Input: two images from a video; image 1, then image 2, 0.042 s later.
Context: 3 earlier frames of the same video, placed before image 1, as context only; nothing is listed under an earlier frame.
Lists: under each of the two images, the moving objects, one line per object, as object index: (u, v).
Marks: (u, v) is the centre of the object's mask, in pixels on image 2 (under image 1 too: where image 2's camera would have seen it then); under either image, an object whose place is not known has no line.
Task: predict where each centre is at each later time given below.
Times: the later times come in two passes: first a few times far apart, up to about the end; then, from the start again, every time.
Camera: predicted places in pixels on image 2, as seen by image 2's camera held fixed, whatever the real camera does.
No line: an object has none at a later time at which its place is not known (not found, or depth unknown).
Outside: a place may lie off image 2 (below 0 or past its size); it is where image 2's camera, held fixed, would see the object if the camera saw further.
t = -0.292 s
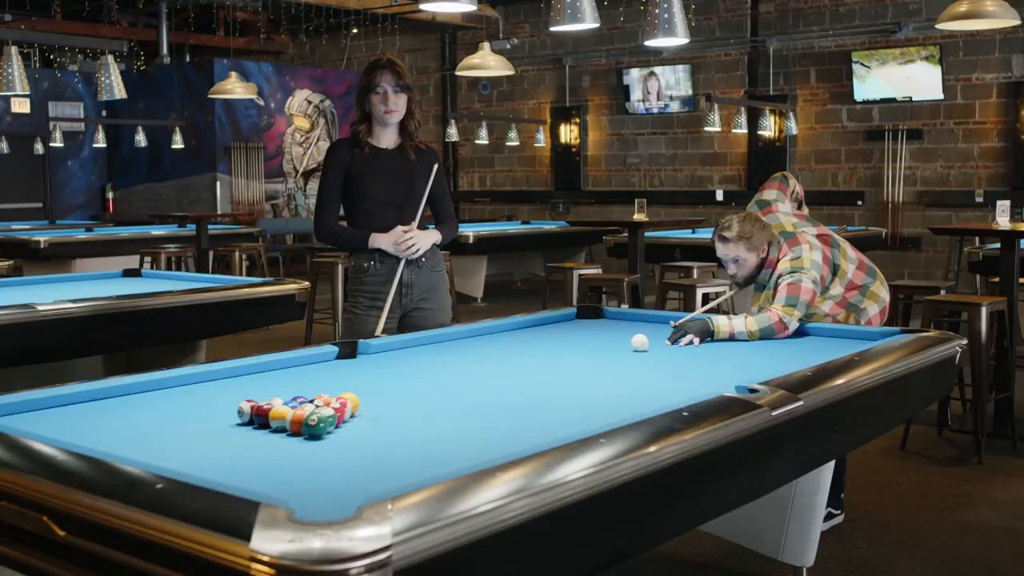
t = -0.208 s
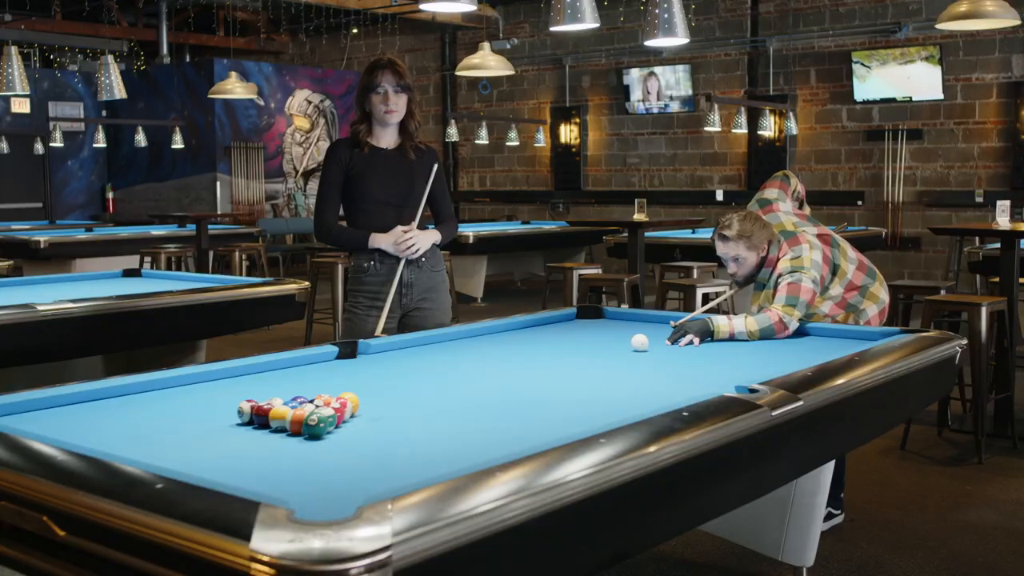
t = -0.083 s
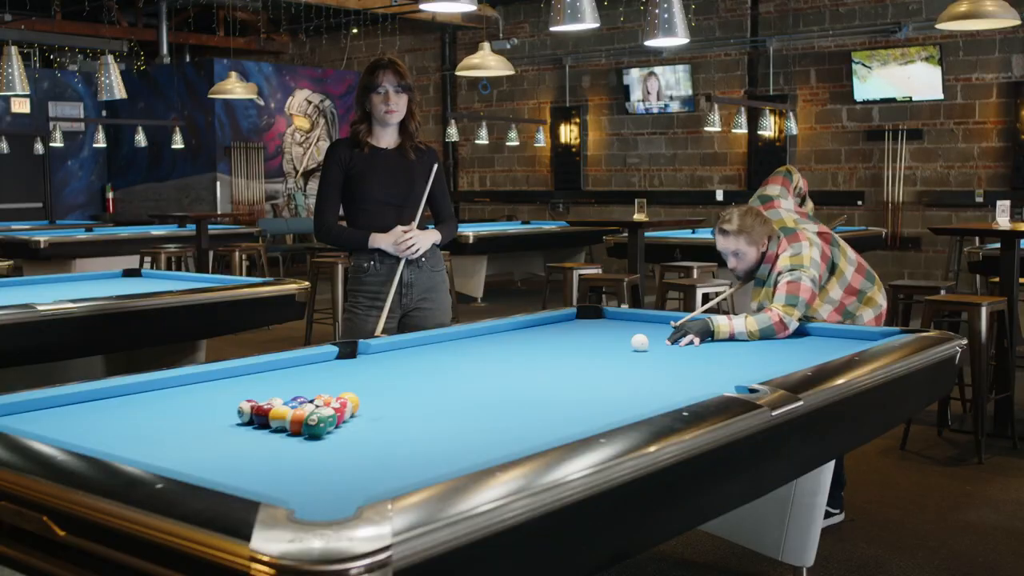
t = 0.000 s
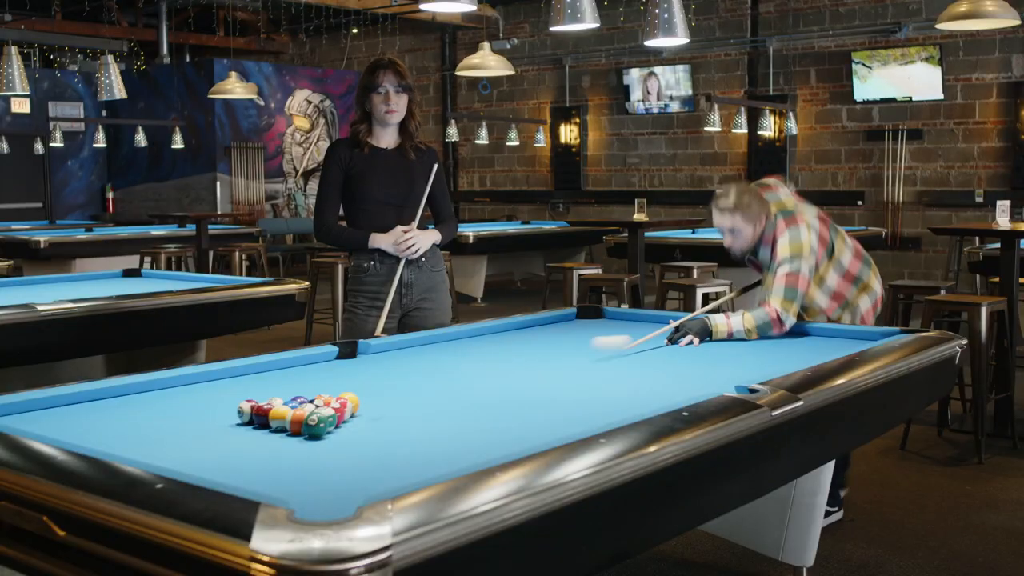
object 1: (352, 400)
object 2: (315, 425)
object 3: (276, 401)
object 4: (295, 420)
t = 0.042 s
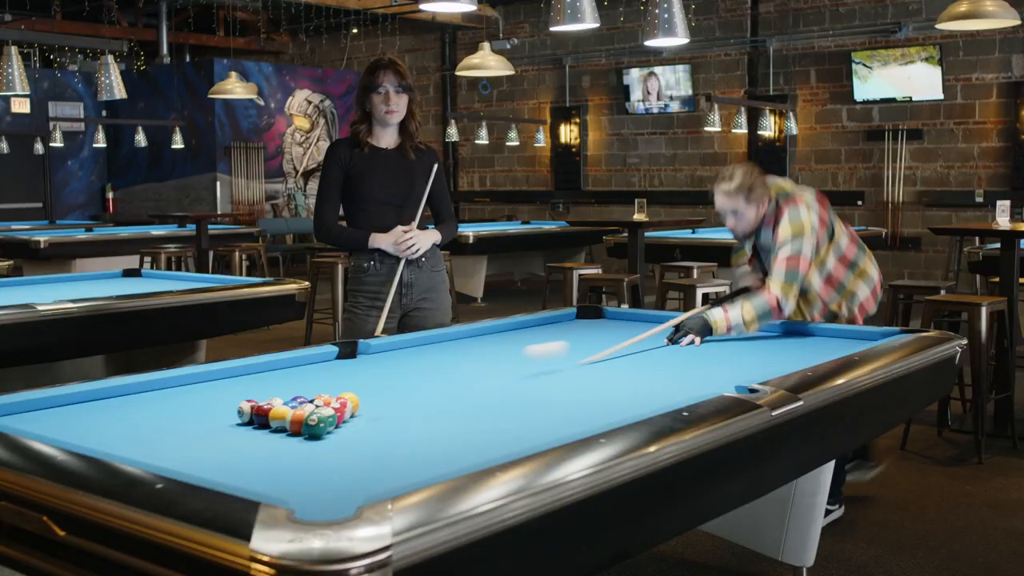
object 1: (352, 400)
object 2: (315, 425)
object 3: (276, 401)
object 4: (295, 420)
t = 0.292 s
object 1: (361, 390)
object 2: (261, 466)
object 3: (253, 401)
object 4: (281, 439)
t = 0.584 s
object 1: (385, 381)
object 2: (371, 475)
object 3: (225, 389)
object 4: (248, 472)
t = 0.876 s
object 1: (405, 369)
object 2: (475, 452)
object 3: (201, 378)
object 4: (299, 481)
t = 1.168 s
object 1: (422, 359)
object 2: (508, 429)
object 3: (239, 377)
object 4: (378, 476)
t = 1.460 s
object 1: (437, 350)
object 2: (533, 408)
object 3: (283, 376)
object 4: (446, 464)
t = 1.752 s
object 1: (459, 344)
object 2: (575, 397)
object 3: (327, 375)
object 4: (459, 456)
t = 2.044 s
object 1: (482, 340)
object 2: (617, 389)
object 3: (367, 376)
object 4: (471, 447)
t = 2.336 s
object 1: (503, 336)
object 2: (654, 382)
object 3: (404, 375)
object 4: (471, 436)
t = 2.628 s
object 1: (522, 332)
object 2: (686, 376)
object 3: (441, 375)
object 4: (469, 429)
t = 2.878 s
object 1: (536, 329)
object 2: (711, 372)
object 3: (469, 374)
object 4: (467, 423)
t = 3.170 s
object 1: (552, 327)
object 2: (738, 367)
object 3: (500, 374)
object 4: (467, 417)
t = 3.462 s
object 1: (552, 325)
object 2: (762, 363)
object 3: (527, 374)
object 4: (466, 412)
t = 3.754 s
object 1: (540, 324)
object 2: (783, 359)
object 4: (465, 408)
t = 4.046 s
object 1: (531, 323)
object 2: (802, 355)
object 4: (464, 404)
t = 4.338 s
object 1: (529, 323)
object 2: (818, 352)
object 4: (464, 401)
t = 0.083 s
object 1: (352, 400)
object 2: (315, 425)
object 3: (276, 401)
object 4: (295, 420)
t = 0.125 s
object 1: (352, 400)
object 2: (315, 425)
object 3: (276, 401)
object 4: (295, 421)
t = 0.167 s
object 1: (351, 391)
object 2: (305, 434)
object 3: (268, 403)
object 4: (290, 422)
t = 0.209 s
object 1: (354, 388)
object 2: (289, 445)
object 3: (263, 405)
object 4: (287, 425)
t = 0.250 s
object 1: (357, 390)
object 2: (276, 455)
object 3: (258, 403)
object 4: (285, 433)
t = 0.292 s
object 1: (361, 390)
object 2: (261, 466)
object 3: (253, 401)
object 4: (281, 439)
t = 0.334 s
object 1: (364, 390)
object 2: (246, 475)
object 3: (249, 399)
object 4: (276, 444)
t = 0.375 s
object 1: (368, 389)
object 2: (247, 479)
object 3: (245, 397)
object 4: (272, 448)
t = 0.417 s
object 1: (372, 388)
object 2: (274, 480)
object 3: (241, 396)
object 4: (267, 453)
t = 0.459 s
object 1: (375, 387)
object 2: (300, 479)
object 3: (236, 394)
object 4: (263, 458)
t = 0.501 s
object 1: (378, 385)
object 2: (324, 478)
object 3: (233, 391)
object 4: (258, 463)
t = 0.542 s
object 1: (382, 383)
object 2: (348, 477)
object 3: (229, 390)
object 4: (253, 468)
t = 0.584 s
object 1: (385, 381)
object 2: (371, 475)
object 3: (225, 389)
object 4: (248, 472)
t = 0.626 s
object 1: (388, 379)
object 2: (395, 472)
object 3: (221, 387)
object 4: (243, 476)
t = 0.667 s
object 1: (391, 377)
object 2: (418, 469)
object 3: (218, 385)
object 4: (239, 478)
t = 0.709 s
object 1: (394, 376)
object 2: (440, 465)
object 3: (215, 383)
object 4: (252, 479)
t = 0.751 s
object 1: (397, 374)
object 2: (459, 461)
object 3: (211, 383)
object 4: (263, 480)
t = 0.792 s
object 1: (399, 373)
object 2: (464, 458)
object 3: (207, 381)
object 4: (276, 481)
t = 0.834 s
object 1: (402, 371)
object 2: (470, 455)
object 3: (204, 380)
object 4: (288, 481)
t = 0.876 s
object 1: (405, 369)
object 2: (475, 452)
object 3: (201, 378)
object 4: (299, 481)
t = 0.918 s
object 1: (407, 368)
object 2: (480, 449)
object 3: (198, 377)
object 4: (311, 480)
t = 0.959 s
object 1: (410, 366)
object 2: (486, 446)
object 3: (203, 377)
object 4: (323, 479)
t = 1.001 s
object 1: (412, 364)
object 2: (490, 443)
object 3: (211, 376)
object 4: (334, 479)
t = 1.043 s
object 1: (415, 363)
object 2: (495, 439)
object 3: (218, 376)
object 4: (345, 478)
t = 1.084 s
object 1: (417, 362)
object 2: (499, 436)
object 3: (224, 376)
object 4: (357, 477)
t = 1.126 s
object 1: (420, 361)
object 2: (504, 432)
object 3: (231, 377)
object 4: (368, 477)
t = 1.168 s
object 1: (422, 359)
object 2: (508, 429)
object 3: (239, 377)
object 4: (378, 476)
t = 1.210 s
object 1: (424, 358)
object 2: (512, 425)
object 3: (245, 377)
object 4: (389, 474)
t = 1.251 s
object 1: (426, 356)
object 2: (516, 422)
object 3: (251, 376)
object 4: (399, 473)
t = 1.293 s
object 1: (428, 355)
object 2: (519, 419)
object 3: (258, 376)
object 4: (410, 471)
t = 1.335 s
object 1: (431, 354)
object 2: (523, 416)
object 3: (264, 376)
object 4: (420, 470)
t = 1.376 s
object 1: (433, 353)
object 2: (527, 413)
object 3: (271, 376)
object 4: (430, 468)
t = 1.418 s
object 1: (435, 352)
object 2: (530, 410)
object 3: (277, 376)
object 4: (440, 466)
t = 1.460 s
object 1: (437, 350)
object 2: (533, 408)
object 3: (283, 376)
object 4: (446, 464)
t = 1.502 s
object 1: (439, 349)
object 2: (537, 405)
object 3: (290, 376)
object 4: (448, 463)
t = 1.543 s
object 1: (441, 348)
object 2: (540, 403)
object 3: (297, 376)
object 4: (450, 462)
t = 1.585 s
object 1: (445, 347)
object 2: (549, 402)
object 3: (303, 377)
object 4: (452, 461)
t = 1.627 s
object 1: (449, 347)
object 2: (555, 401)
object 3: (308, 376)
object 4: (454, 460)
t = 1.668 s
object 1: (452, 346)
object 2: (562, 399)
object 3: (314, 376)
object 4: (456, 458)
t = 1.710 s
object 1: (456, 345)
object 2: (568, 398)
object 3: (321, 375)
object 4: (458, 457)
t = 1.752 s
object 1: (459, 344)
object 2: (575, 397)
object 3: (327, 375)
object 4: (459, 456)
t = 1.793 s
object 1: (463, 344)
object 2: (581, 396)
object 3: (333, 375)
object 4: (461, 455)
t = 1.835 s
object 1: (466, 343)
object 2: (588, 395)
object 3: (338, 376)
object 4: (463, 453)
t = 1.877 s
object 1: (469, 342)
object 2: (593, 394)
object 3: (343, 375)
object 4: (465, 452)
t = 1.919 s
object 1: (472, 341)
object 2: (599, 392)
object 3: (350, 375)
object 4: (466, 451)
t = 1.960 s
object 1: (476, 341)
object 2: (605, 391)
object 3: (356, 375)
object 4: (468, 450)
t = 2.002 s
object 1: (479, 340)
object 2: (611, 390)
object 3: (362, 376)
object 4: (469, 448)
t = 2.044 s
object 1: (482, 340)
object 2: (617, 389)
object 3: (367, 376)
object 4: (471, 447)
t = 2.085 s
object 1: (486, 339)
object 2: (622, 388)
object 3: (373, 375)
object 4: (472, 446)
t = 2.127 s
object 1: (488, 339)
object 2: (628, 387)
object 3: (378, 375)
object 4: (473, 444)
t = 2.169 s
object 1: (491, 338)
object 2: (633, 386)
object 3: (383, 375)
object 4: (473, 443)
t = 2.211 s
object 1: (494, 337)
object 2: (638, 385)
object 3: (389, 375)
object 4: (472, 441)
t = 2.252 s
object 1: (497, 337)
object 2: (644, 384)
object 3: (394, 375)
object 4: (472, 440)
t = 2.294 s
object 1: (500, 336)
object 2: (649, 383)
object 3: (399, 375)
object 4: (472, 438)
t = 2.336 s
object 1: (503, 336)
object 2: (654, 382)
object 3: (404, 375)
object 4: (471, 436)
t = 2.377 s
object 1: (506, 335)
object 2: (659, 382)
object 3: (410, 375)
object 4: (471, 435)
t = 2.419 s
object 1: (509, 335)
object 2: (663, 381)
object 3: (415, 374)
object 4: (471, 434)
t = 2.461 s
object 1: (511, 334)
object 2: (668, 380)
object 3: (421, 375)
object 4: (470, 433)
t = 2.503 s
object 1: (514, 334)
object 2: (673, 379)
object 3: (426, 375)
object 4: (470, 433)
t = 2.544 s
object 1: (517, 333)
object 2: (678, 378)
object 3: (431, 375)
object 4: (470, 431)
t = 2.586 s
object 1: (519, 333)
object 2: (682, 377)
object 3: (436, 375)
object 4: (469, 430)
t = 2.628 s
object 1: (522, 332)
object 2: (686, 376)
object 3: (441, 375)
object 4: (469, 429)
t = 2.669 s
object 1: (524, 332)
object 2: (691, 376)
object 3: (445, 375)
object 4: (468, 428)
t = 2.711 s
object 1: (527, 331)
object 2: (695, 375)
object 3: (450, 374)
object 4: (468, 427)
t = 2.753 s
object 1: (529, 331)
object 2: (699, 374)
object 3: (455, 375)
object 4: (468, 426)
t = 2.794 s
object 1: (531, 330)
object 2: (703, 373)
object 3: (459, 375)
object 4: (468, 425)
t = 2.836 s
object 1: (534, 330)
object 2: (707, 372)
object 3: (464, 374)
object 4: (468, 424)
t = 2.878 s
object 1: (536, 329)
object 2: (711, 372)
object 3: (469, 374)
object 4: (467, 423)
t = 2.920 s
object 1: (539, 329)
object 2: (715, 371)
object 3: (473, 374)
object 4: (467, 422)
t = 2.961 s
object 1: (541, 329)
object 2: (719, 370)
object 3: (477, 374)
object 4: (467, 421)
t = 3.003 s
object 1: (543, 328)
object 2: (723, 370)
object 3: (482, 373)
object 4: (467, 420)
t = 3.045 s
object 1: (546, 328)
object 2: (727, 369)
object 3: (487, 374)
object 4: (467, 420)
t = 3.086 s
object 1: (548, 327)
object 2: (731, 368)
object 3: (491, 374)
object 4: (467, 419)
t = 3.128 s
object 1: (550, 327)
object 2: (734, 368)
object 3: (496, 374)
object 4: (467, 418)
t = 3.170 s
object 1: (552, 327)
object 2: (738, 367)
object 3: (500, 374)
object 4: (467, 417)
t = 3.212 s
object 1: (554, 326)
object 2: (741, 366)
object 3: (504, 374)
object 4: (466, 416)
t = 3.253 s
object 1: (556, 326)
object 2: (745, 366)
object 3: (508, 374)
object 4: (466, 416)
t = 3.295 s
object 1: (558, 325)
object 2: (749, 365)
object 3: (512, 374)
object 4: (466, 415)
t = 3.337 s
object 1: (558, 325)
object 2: (752, 364)
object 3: (516, 374)
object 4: (466, 414)
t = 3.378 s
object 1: (555, 325)
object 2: (755, 364)
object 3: (520, 374)
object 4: (466, 413)
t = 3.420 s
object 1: (553, 325)
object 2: (759, 363)
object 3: (523, 374)
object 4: (466, 413)
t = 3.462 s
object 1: (552, 325)
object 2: (762, 363)
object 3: (527, 374)
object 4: (466, 412)
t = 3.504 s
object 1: (550, 324)
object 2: (765, 362)
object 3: (531, 374)
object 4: (466, 411)
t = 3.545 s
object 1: (549, 324)
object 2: (768, 361)
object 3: (534, 373)
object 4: (465, 411)
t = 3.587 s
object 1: (547, 324)
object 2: (771, 361)
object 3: (538, 373)
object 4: (465, 410)
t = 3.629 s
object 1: (545, 323)
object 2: (774, 360)
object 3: (542, 373)
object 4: (465, 410)
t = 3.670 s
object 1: (543, 323)
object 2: (777, 360)
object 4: (465, 409)
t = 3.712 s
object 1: (541, 323)
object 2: (780, 359)
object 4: (465, 409)
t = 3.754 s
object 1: (540, 324)
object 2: (783, 359)
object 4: (465, 408)
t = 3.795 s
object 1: (539, 324)
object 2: (786, 358)
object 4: (465, 407)
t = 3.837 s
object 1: (538, 324)
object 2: (788, 358)
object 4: (465, 407)
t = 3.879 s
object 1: (536, 324)
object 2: (791, 357)
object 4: (465, 406)
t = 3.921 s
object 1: (535, 323)
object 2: (794, 356)
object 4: (465, 406)
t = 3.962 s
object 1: (533, 323)
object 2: (797, 356)
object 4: (465, 405)
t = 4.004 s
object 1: (532, 323)
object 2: (799, 355)
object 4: (465, 405)
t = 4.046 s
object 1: (531, 323)
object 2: (802, 355)
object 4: (464, 404)
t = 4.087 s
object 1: (529, 323)
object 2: (804, 354)
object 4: (464, 404)
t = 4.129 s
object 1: (528, 323)
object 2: (807, 354)
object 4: (465, 404)
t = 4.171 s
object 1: (527, 323)
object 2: (810, 353)
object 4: (464, 403)
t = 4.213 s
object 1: (527, 323)
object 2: (812, 353)
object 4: (464, 403)
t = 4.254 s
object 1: (527, 323)
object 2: (814, 352)
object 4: (464, 402)
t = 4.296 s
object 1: (528, 323)
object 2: (816, 352)
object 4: (464, 402)
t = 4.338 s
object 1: (529, 323)
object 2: (818, 352)
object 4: (464, 401)
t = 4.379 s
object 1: (529, 323)
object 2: (820, 351)
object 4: (464, 401)
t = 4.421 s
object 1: (530, 323)
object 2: (823, 350)
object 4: (464, 401)
